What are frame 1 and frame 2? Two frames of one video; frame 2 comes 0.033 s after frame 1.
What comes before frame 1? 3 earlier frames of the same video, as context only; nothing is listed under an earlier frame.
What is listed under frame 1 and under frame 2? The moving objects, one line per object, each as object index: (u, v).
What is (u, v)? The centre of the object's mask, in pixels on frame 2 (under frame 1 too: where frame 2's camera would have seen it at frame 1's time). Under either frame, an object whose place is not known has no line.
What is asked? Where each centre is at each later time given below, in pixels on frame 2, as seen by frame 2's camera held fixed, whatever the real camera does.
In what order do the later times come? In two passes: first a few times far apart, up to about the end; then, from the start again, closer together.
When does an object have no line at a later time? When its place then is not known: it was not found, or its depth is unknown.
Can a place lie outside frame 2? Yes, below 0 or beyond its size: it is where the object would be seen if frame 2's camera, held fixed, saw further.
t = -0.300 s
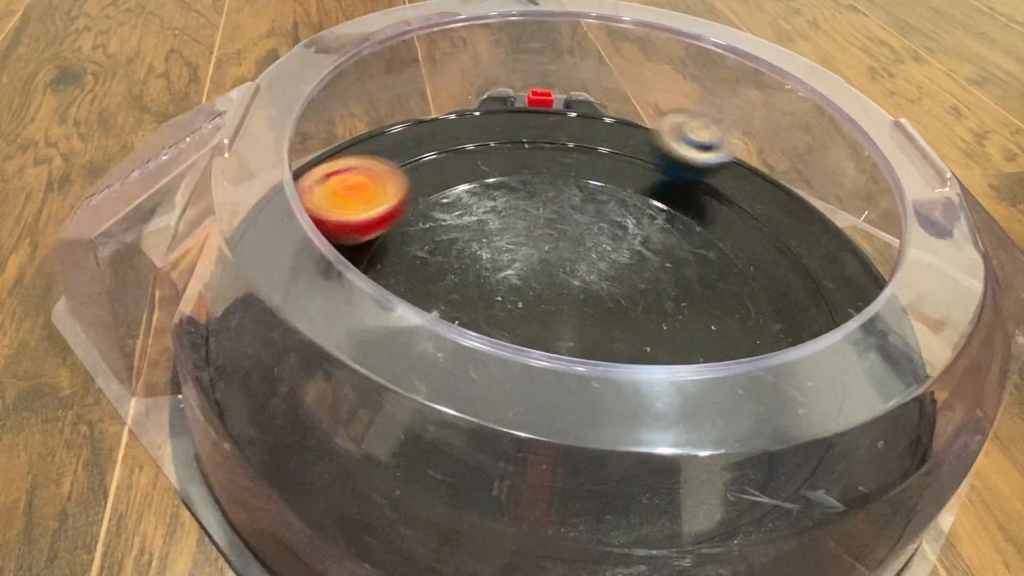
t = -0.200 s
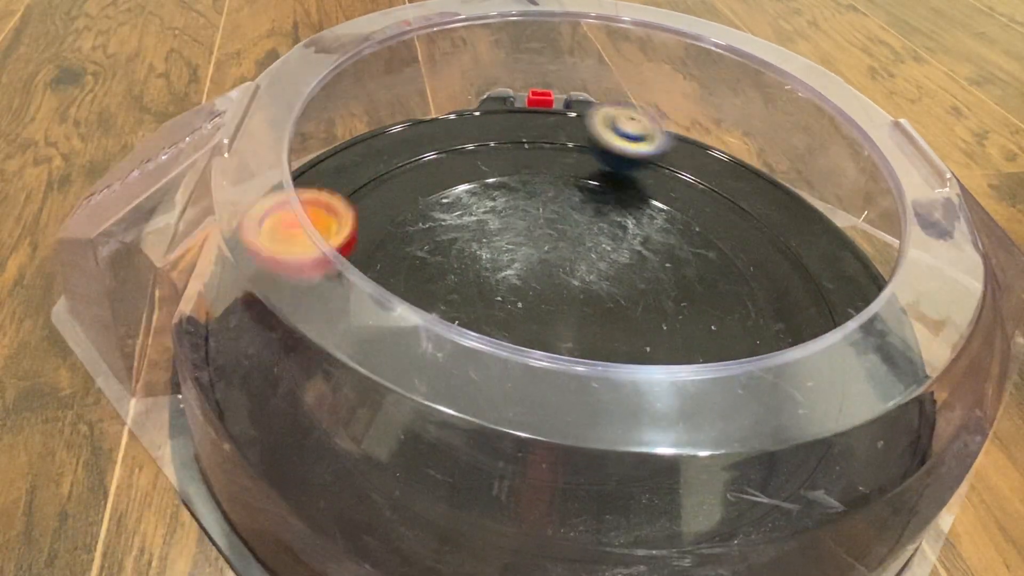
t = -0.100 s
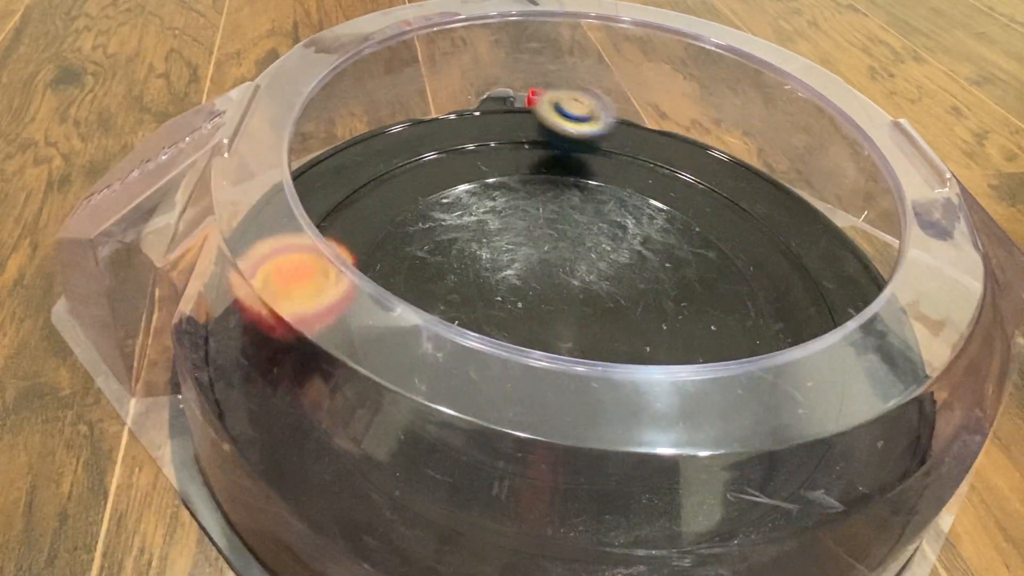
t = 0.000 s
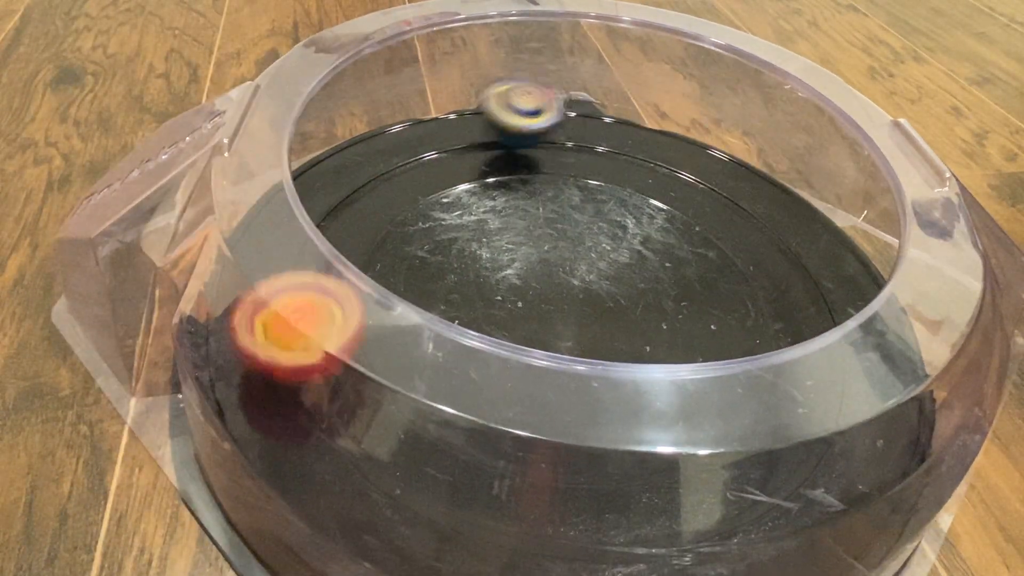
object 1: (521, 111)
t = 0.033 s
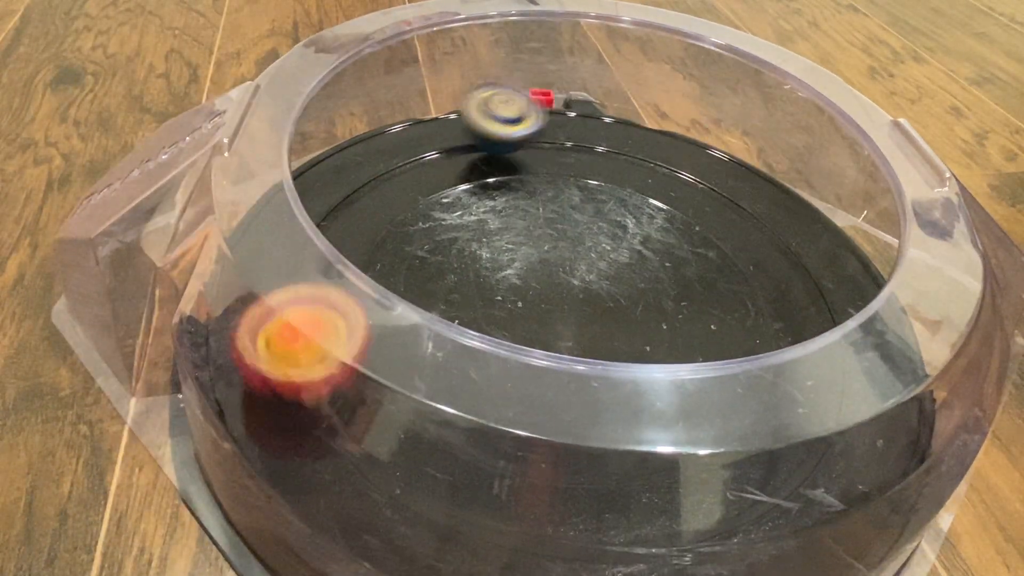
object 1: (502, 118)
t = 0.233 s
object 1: (435, 134)
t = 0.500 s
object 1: (465, 132)
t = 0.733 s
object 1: (520, 135)
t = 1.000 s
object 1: (536, 196)
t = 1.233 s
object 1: (571, 384)
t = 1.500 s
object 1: (853, 432)
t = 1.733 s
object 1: (884, 321)
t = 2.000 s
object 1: (750, 197)
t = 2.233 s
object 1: (560, 145)
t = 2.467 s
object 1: (323, 241)
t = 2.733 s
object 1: (422, 496)
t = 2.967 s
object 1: (824, 488)
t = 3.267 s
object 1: (756, 326)
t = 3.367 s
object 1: (688, 290)
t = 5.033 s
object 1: (672, 284)
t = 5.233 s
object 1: (674, 306)
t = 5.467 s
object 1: (559, 257)
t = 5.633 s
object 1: (469, 286)
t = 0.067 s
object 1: (486, 120)
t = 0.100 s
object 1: (470, 125)
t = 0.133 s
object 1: (457, 129)
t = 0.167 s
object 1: (448, 132)
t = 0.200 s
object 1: (440, 133)
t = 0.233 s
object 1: (435, 134)
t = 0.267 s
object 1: (434, 134)
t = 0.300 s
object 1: (435, 135)
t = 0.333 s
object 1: (437, 134)
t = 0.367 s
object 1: (442, 134)
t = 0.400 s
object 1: (446, 133)
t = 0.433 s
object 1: (452, 133)
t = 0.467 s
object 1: (458, 132)
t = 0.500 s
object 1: (465, 132)
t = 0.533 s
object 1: (472, 132)
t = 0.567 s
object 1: (480, 131)
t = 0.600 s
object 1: (488, 131)
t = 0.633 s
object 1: (496, 132)
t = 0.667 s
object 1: (503, 132)
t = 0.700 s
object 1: (512, 135)
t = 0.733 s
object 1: (520, 135)
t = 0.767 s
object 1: (528, 136)
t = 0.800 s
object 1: (535, 137)
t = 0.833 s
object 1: (541, 139)
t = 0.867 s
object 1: (546, 144)
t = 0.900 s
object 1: (547, 150)
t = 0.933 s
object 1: (546, 163)
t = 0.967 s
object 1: (543, 178)
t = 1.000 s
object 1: (536, 196)
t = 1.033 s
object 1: (528, 215)
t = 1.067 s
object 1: (517, 242)
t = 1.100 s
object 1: (512, 270)
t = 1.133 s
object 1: (515, 297)
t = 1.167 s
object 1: (526, 328)
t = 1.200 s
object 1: (545, 357)
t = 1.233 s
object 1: (571, 384)
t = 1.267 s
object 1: (604, 407)
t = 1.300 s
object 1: (641, 428)
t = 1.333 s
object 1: (687, 434)
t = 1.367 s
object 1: (724, 439)
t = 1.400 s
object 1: (765, 448)
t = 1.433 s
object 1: (801, 456)
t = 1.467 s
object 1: (835, 439)
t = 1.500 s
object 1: (853, 432)
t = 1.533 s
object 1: (876, 427)
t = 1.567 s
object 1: (885, 411)
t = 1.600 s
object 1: (889, 393)
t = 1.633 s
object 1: (887, 376)
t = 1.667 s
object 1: (888, 355)
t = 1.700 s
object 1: (886, 338)
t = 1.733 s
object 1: (884, 321)
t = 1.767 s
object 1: (875, 306)
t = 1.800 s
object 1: (864, 290)
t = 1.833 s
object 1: (843, 276)
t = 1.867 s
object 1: (841, 263)
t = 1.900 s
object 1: (820, 244)
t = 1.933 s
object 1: (798, 226)
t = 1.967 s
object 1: (775, 209)
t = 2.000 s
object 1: (750, 197)
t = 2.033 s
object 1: (726, 185)
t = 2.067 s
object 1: (701, 175)
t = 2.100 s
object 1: (676, 167)
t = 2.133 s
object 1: (651, 161)
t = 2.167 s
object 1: (623, 151)
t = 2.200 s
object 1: (595, 147)
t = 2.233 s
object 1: (560, 145)
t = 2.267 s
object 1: (524, 148)
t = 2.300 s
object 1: (487, 155)
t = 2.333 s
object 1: (450, 162)
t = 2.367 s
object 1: (412, 178)
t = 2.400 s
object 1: (380, 195)
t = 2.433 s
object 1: (358, 214)
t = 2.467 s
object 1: (323, 241)
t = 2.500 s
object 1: (307, 270)
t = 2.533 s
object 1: (283, 306)
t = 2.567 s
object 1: (281, 333)
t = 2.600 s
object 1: (280, 381)
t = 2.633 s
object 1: (293, 414)
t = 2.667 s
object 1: (329, 439)
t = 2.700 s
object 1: (371, 469)
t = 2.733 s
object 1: (422, 496)
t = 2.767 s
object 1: (478, 510)
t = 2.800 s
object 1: (535, 520)
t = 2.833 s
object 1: (591, 523)
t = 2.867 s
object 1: (663, 524)
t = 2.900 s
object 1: (725, 522)
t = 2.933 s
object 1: (776, 513)
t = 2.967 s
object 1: (824, 488)
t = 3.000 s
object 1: (853, 459)
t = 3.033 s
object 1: (876, 430)
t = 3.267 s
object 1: (756, 326)
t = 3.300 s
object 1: (737, 321)
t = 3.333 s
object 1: (713, 307)
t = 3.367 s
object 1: (688, 290)
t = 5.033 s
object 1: (672, 284)
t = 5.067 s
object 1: (678, 288)
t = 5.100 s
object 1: (683, 296)
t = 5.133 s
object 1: (685, 304)
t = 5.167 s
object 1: (684, 307)
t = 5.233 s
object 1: (674, 306)
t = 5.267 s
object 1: (667, 303)
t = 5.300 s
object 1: (658, 296)
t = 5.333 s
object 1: (647, 287)
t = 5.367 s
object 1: (632, 276)
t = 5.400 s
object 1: (610, 266)
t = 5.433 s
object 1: (585, 261)
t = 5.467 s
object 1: (559, 257)
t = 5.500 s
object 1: (535, 255)
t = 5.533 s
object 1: (510, 259)
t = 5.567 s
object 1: (493, 266)
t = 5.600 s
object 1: (477, 279)
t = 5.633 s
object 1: (469, 286)
